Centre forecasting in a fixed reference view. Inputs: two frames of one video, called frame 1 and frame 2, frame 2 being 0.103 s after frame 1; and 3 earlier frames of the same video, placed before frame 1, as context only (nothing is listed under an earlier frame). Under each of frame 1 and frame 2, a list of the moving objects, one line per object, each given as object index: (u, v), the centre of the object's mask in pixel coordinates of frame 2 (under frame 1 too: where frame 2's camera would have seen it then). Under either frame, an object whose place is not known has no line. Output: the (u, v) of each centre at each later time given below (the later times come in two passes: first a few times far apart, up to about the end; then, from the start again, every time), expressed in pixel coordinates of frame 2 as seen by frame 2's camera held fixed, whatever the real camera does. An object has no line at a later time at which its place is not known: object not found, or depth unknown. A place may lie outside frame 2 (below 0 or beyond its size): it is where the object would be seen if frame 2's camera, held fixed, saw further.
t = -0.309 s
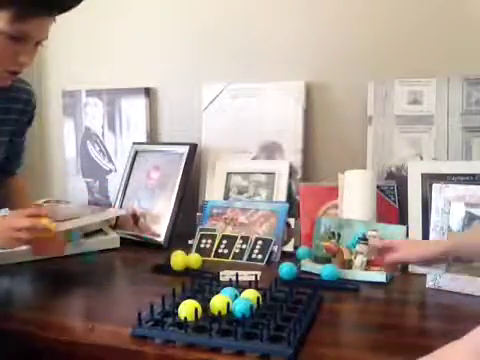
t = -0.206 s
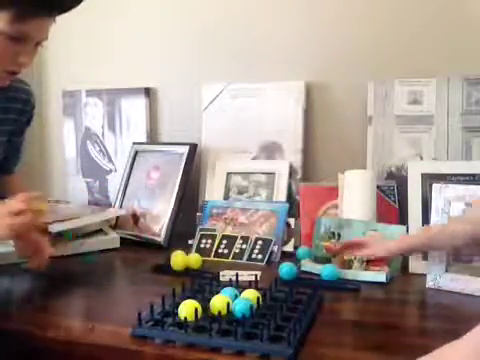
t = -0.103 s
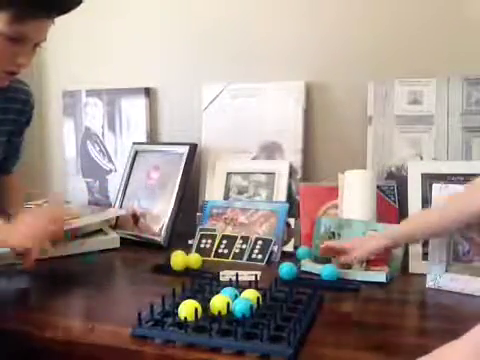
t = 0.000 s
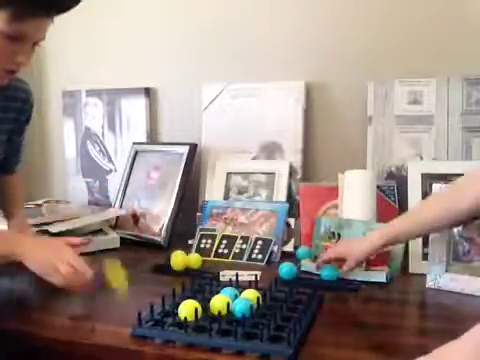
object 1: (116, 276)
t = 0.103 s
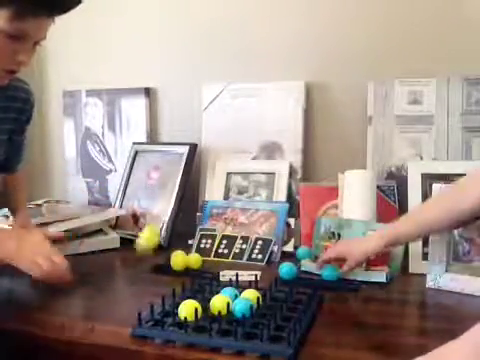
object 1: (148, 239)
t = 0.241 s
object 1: (186, 228)
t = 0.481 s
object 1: (207, 293)
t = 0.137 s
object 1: (157, 228)
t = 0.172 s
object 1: (168, 221)
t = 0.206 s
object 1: (178, 222)
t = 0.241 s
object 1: (186, 228)
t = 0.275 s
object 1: (196, 240)
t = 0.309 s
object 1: (208, 260)
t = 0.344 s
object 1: (212, 276)
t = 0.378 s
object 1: (207, 283)
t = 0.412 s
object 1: (207, 284)
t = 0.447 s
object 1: (208, 289)
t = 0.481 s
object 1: (207, 293)
